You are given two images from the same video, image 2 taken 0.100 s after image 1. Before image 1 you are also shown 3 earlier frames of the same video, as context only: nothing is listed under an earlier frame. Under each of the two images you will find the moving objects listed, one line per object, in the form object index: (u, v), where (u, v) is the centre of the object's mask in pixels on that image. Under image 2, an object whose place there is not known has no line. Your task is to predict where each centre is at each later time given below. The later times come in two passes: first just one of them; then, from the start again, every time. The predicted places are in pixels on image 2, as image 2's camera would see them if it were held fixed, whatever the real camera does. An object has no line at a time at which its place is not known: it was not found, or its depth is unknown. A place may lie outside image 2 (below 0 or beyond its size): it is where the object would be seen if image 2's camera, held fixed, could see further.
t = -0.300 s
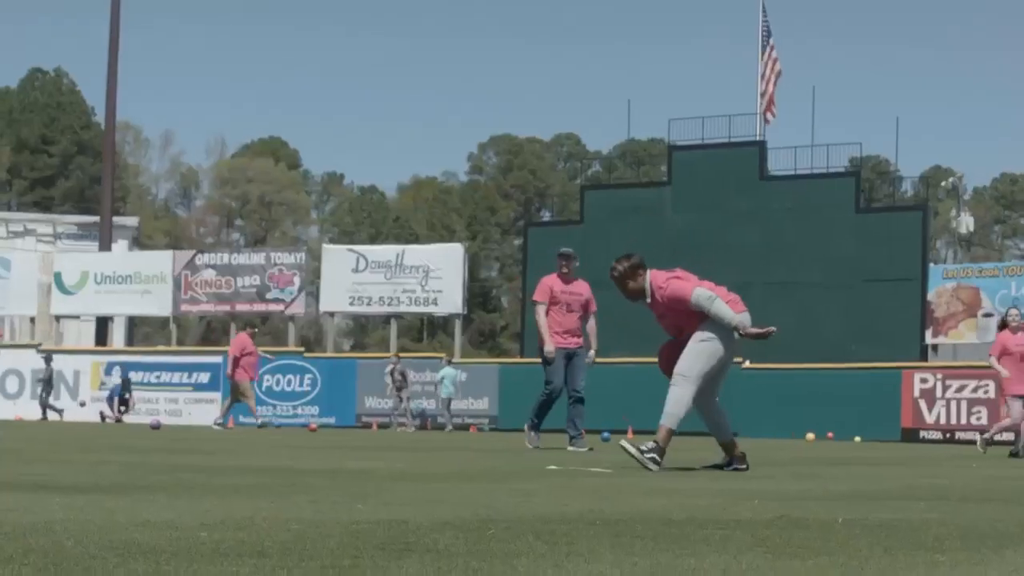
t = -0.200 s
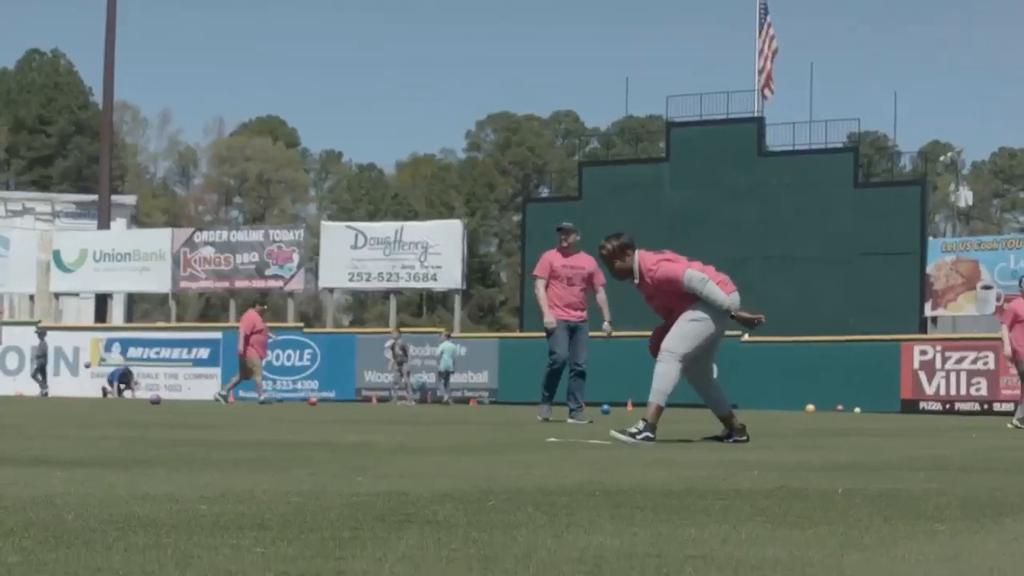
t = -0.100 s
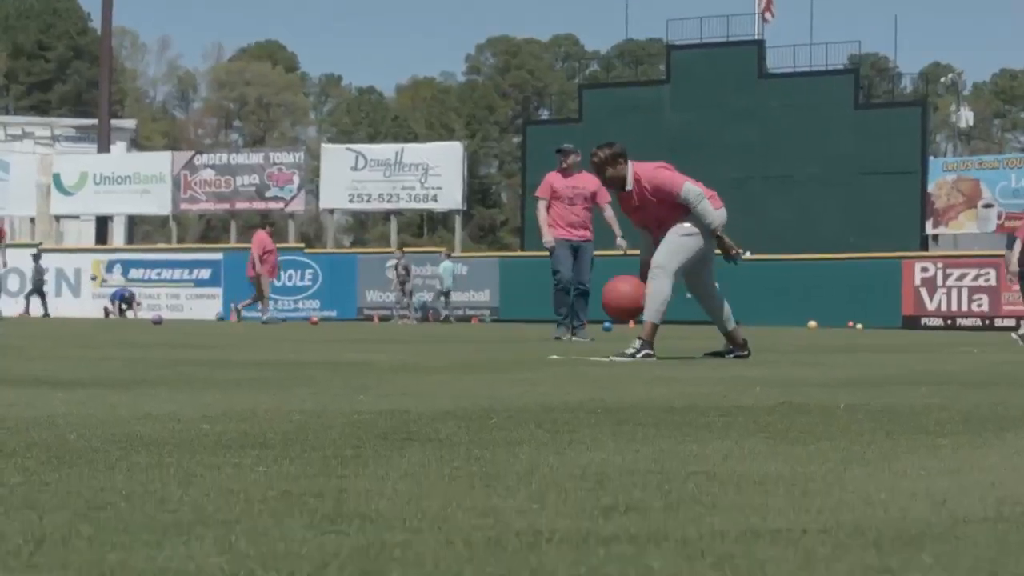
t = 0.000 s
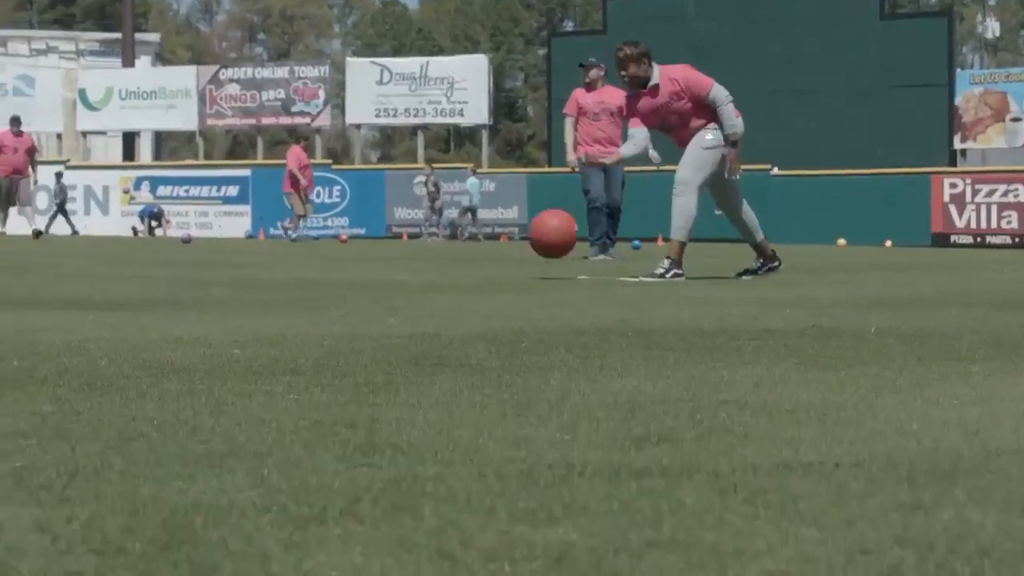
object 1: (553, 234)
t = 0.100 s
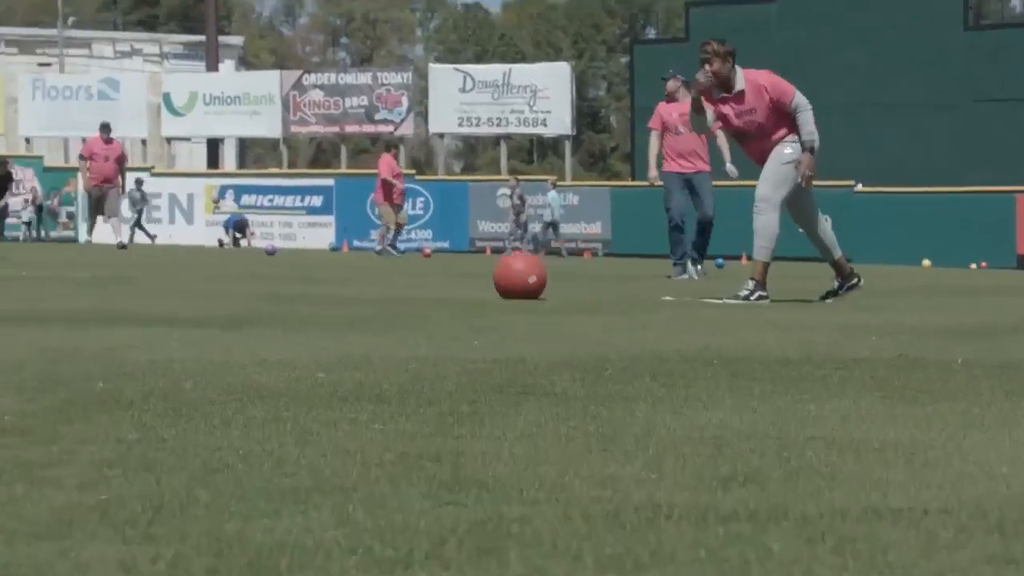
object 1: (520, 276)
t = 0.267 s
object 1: (371, 230)
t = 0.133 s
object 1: (491, 264)
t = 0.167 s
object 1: (461, 251)
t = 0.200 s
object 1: (431, 242)
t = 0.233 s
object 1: (401, 236)
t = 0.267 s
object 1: (371, 230)
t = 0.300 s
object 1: (339, 227)
